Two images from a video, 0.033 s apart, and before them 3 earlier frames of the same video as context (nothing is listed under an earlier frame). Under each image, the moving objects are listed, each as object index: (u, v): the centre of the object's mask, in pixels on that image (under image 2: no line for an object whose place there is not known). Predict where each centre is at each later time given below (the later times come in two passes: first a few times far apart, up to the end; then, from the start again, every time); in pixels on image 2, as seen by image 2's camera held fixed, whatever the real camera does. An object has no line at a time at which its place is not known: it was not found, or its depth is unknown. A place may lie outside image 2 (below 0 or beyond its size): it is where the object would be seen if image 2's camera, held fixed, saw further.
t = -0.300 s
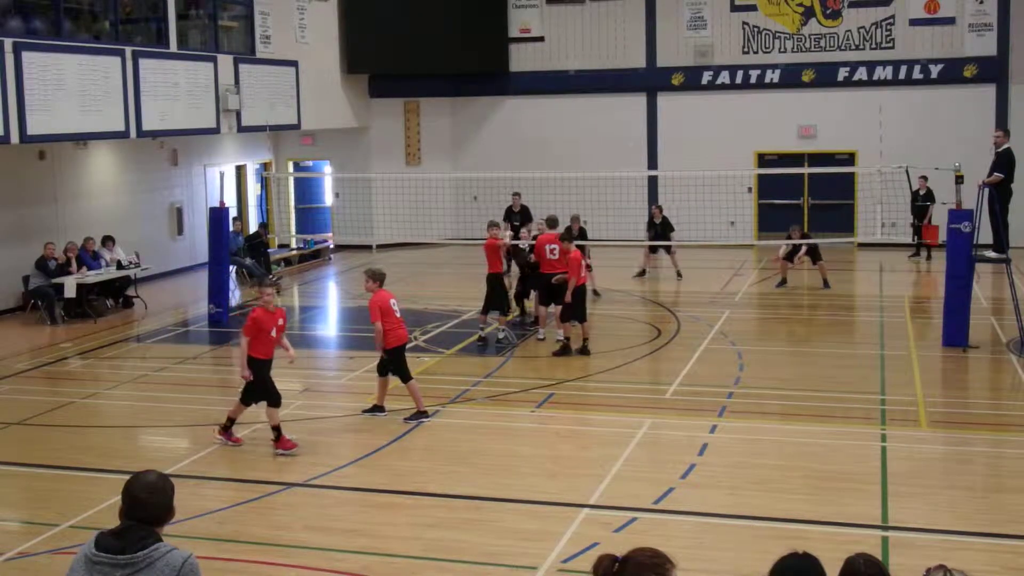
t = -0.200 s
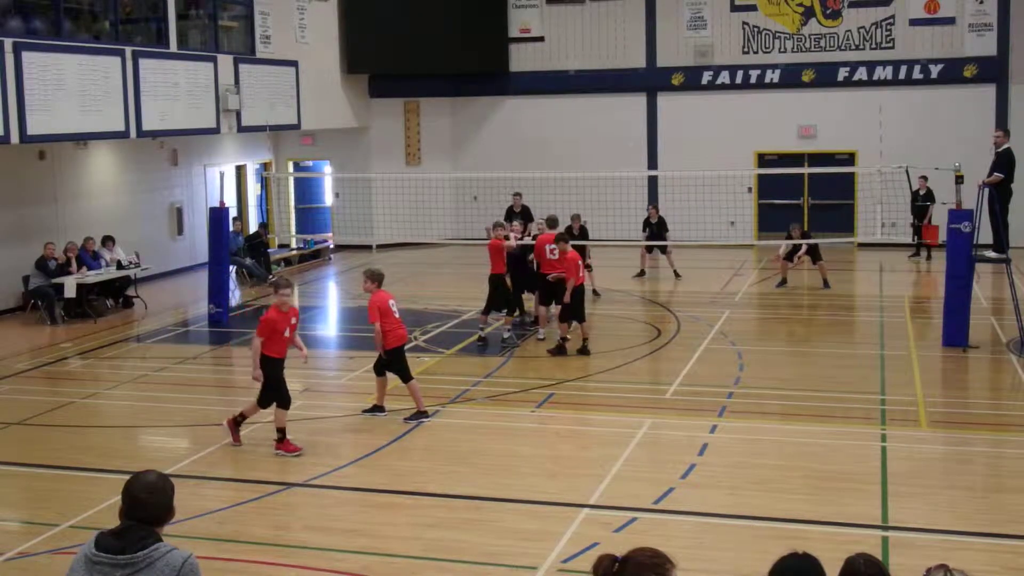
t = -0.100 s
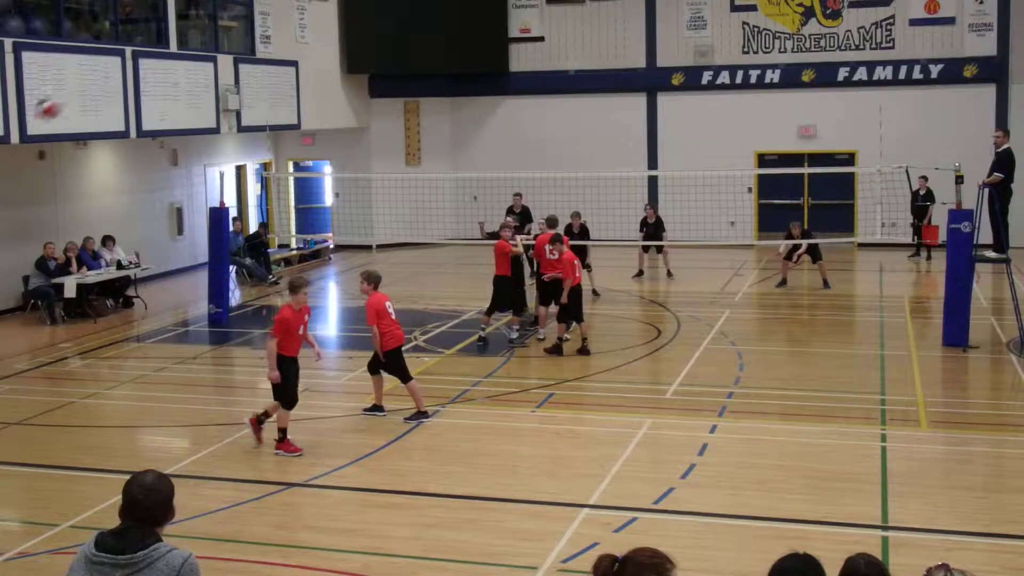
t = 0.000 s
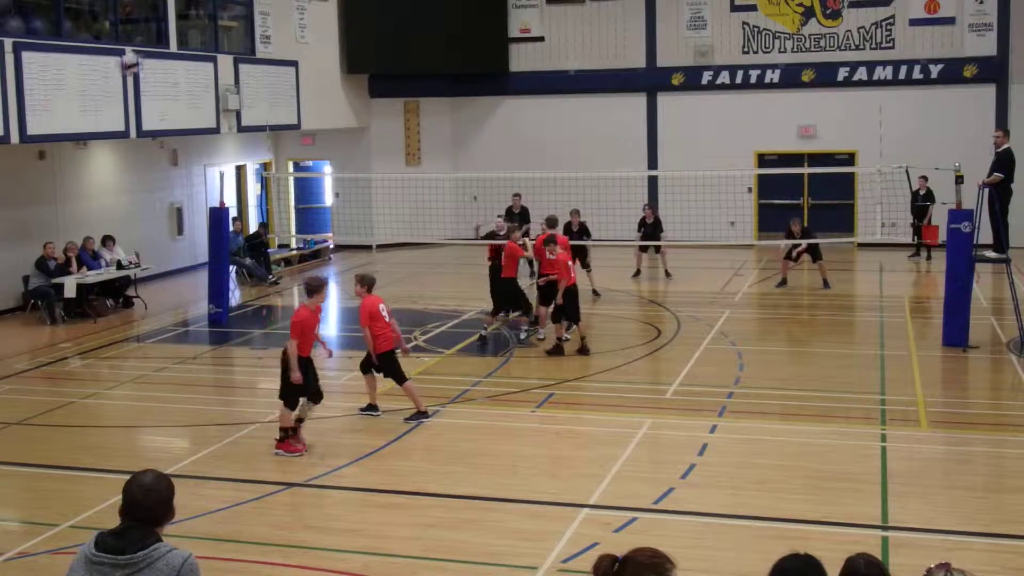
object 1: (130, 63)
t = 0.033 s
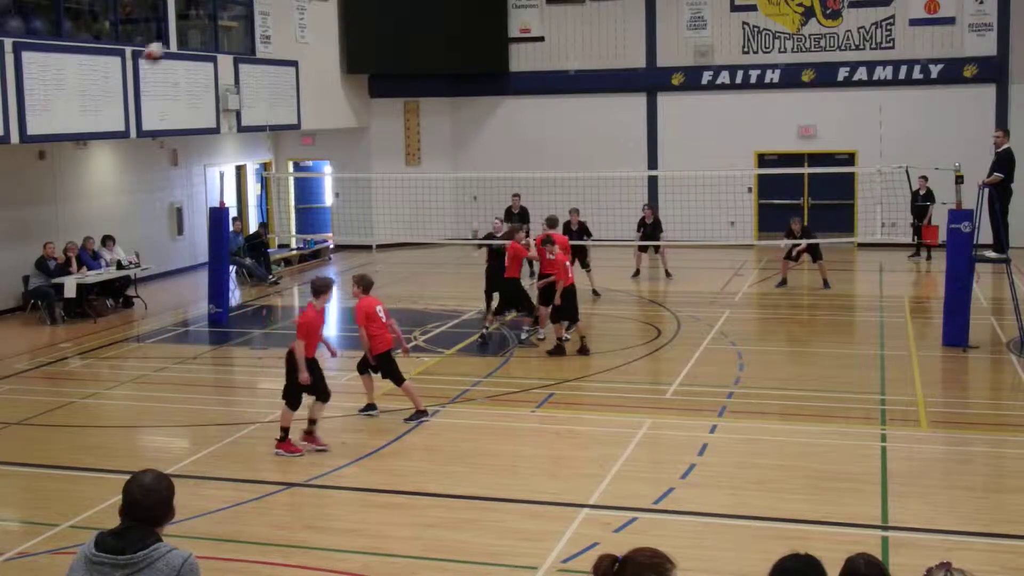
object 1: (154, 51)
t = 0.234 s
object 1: (269, 18)
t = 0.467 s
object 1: (368, 26)
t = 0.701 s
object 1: (437, 68)
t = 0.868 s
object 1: (474, 111)
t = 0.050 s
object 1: (163, 48)
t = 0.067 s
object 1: (177, 44)
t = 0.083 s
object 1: (187, 39)
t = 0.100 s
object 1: (198, 36)
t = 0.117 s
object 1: (208, 33)
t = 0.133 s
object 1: (218, 30)
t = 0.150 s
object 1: (227, 27)
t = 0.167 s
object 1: (236, 23)
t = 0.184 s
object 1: (246, 22)
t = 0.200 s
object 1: (254, 21)
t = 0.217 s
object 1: (261, 20)
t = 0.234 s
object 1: (269, 18)
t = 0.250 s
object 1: (278, 17)
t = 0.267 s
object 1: (285, 16)
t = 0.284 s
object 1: (293, 16)
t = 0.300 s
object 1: (300, 16)
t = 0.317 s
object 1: (308, 15)
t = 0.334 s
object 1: (316, 16)
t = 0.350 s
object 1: (324, 17)
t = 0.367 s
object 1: (331, 17)
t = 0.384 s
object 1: (339, 18)
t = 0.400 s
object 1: (344, 18)
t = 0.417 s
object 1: (350, 20)
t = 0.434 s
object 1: (355, 22)
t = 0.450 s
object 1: (361, 24)
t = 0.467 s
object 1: (368, 26)
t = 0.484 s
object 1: (374, 27)
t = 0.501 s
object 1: (379, 29)
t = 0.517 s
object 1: (384, 32)
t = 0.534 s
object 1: (389, 34)
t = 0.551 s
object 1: (395, 37)
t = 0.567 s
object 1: (400, 40)
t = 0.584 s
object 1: (404, 43)
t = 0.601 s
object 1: (410, 46)
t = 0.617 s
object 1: (415, 50)
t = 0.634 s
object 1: (420, 53)
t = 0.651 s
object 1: (424, 57)
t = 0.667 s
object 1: (428, 60)
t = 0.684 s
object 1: (433, 64)
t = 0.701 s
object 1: (437, 68)
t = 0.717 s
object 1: (442, 73)
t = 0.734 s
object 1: (445, 76)
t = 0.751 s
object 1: (449, 80)
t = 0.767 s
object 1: (452, 84)
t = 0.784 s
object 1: (456, 88)
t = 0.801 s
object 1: (460, 91)
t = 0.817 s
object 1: (463, 96)
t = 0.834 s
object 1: (467, 102)
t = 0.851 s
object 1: (470, 106)
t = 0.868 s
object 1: (474, 111)
